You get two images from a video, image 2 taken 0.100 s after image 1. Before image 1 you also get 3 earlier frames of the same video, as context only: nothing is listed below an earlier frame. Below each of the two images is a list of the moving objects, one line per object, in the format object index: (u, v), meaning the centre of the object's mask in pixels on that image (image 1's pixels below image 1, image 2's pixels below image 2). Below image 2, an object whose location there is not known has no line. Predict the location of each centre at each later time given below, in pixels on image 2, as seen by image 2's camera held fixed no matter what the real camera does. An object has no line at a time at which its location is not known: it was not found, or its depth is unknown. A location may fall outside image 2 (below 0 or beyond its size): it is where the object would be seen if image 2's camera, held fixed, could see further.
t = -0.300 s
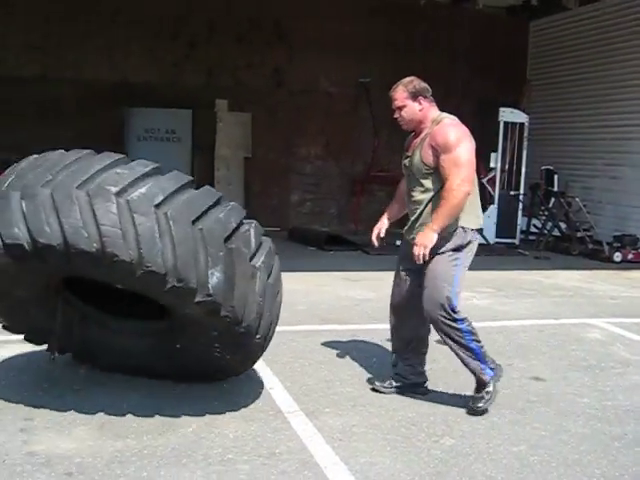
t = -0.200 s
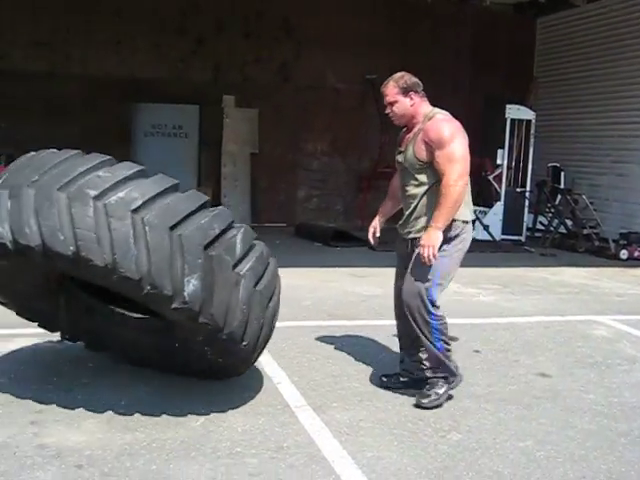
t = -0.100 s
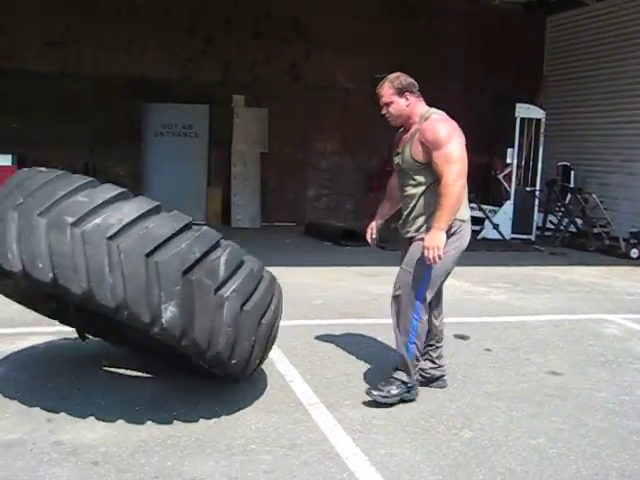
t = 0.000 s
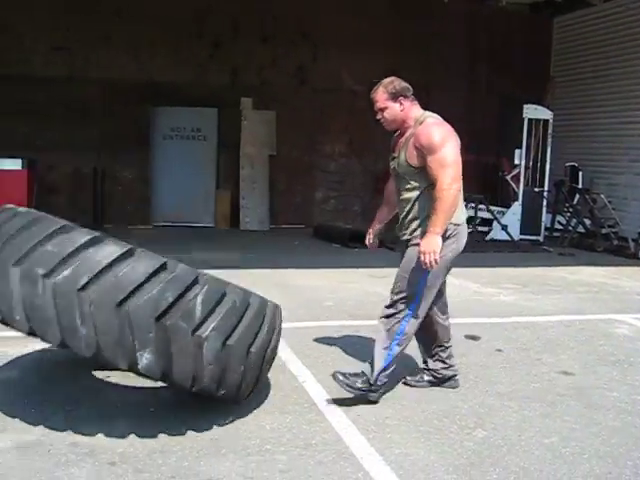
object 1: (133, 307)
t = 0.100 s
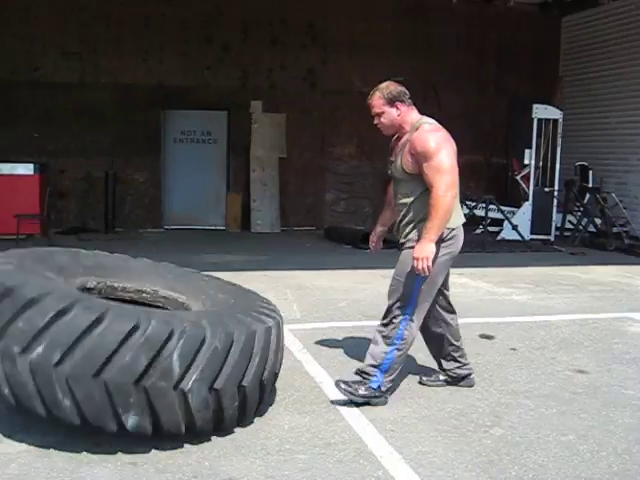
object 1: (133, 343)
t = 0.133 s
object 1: (127, 355)
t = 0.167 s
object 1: (125, 360)
